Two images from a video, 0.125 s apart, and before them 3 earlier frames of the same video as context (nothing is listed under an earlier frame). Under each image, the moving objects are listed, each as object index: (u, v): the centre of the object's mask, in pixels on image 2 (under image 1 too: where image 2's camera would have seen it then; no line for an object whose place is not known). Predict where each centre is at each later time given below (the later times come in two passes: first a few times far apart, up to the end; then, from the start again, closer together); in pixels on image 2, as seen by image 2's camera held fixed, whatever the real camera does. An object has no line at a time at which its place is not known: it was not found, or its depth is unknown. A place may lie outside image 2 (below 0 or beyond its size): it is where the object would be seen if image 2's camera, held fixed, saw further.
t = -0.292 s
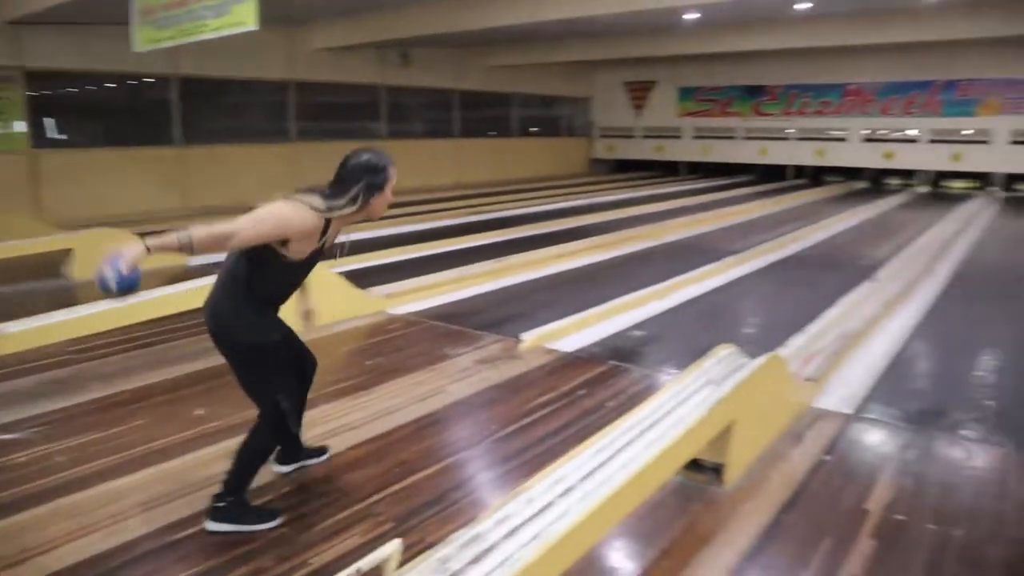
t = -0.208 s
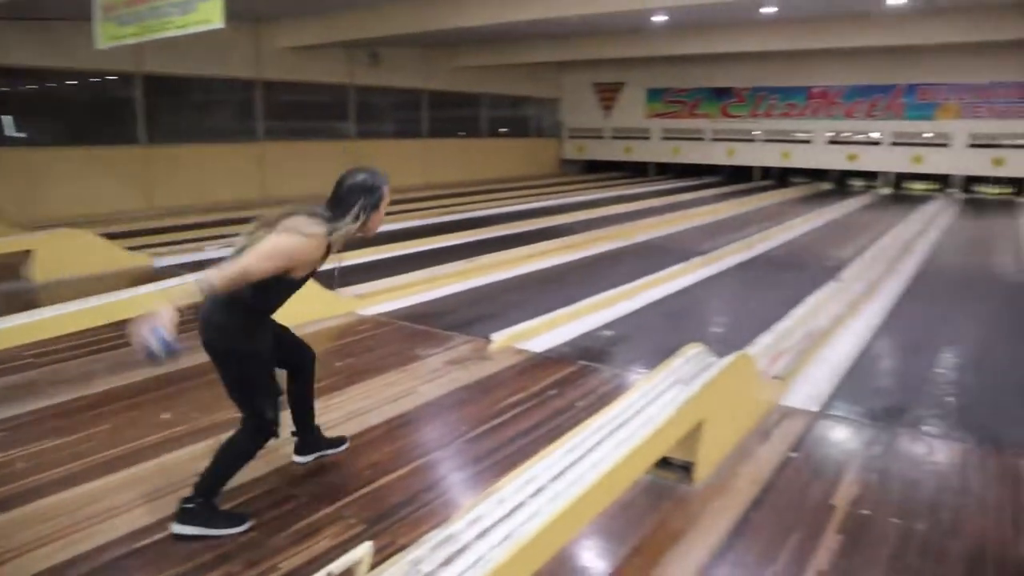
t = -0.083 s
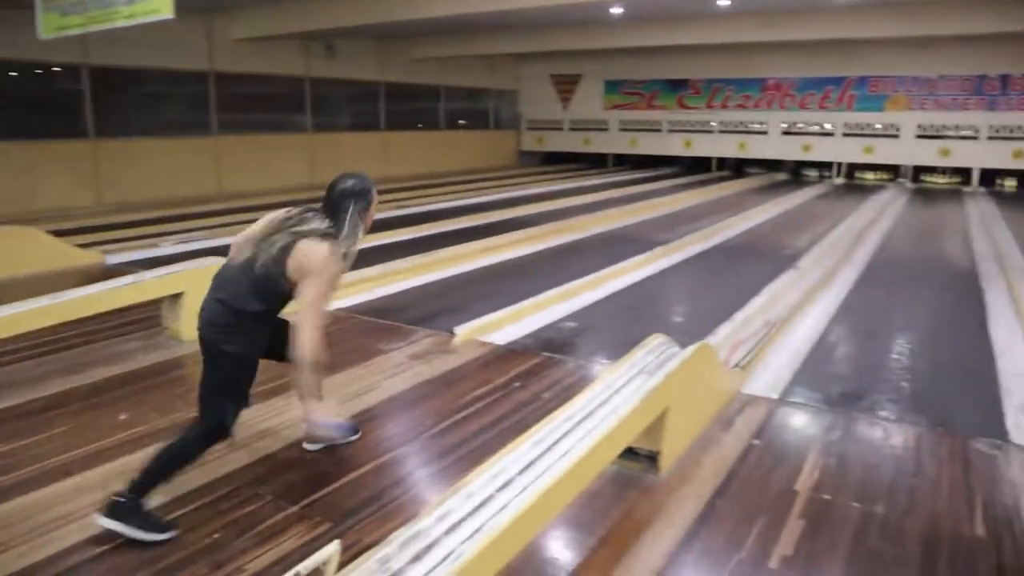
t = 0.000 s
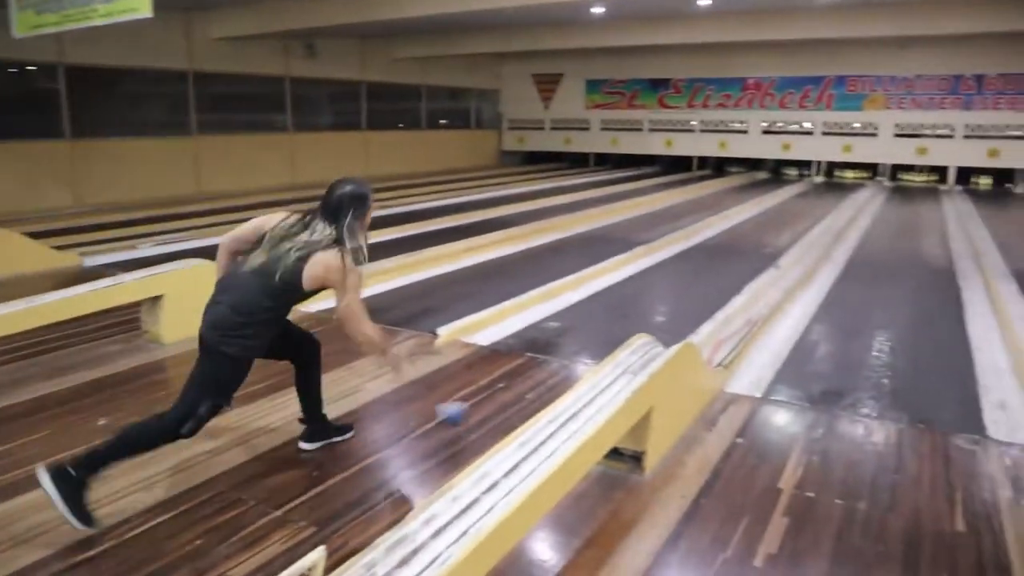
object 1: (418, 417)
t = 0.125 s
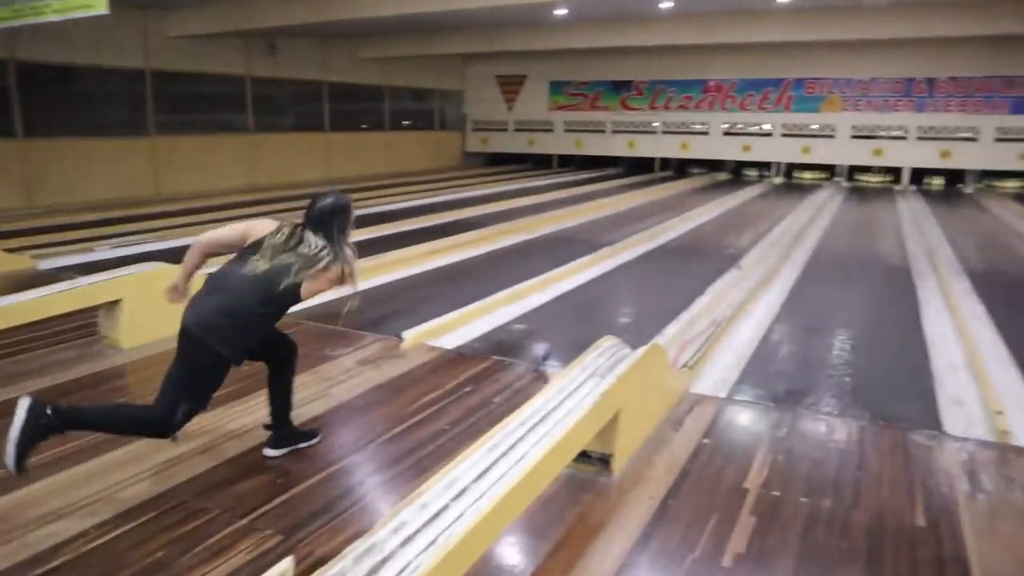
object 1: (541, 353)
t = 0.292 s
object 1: (628, 301)
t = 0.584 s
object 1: (706, 249)
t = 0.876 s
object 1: (747, 222)
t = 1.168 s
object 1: (772, 207)
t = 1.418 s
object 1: (787, 196)
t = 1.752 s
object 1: (802, 187)
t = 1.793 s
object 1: (807, 186)
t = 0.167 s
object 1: (567, 340)
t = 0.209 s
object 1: (590, 324)
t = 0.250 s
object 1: (611, 312)
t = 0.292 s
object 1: (628, 301)
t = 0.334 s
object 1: (643, 291)
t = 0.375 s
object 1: (656, 281)
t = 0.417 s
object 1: (668, 273)
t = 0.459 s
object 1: (680, 266)
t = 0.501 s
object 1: (689, 260)
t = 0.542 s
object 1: (698, 255)
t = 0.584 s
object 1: (706, 249)
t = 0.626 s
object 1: (713, 245)
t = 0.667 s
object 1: (720, 240)
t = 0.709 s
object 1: (726, 236)
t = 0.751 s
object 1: (732, 231)
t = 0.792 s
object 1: (737, 228)
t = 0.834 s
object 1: (742, 225)
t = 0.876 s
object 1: (747, 222)
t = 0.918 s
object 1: (750, 219)
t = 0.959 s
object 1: (755, 216)
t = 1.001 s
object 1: (760, 213)
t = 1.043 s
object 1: (763, 211)
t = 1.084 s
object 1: (767, 209)
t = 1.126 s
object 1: (769, 208)
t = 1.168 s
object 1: (772, 207)
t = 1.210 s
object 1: (775, 205)
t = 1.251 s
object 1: (778, 202)
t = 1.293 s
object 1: (780, 201)
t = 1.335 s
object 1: (783, 200)
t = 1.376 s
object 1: (786, 198)
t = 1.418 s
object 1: (787, 196)
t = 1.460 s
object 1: (789, 195)
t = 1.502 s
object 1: (792, 195)
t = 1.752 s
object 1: (802, 187)
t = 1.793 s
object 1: (807, 186)
